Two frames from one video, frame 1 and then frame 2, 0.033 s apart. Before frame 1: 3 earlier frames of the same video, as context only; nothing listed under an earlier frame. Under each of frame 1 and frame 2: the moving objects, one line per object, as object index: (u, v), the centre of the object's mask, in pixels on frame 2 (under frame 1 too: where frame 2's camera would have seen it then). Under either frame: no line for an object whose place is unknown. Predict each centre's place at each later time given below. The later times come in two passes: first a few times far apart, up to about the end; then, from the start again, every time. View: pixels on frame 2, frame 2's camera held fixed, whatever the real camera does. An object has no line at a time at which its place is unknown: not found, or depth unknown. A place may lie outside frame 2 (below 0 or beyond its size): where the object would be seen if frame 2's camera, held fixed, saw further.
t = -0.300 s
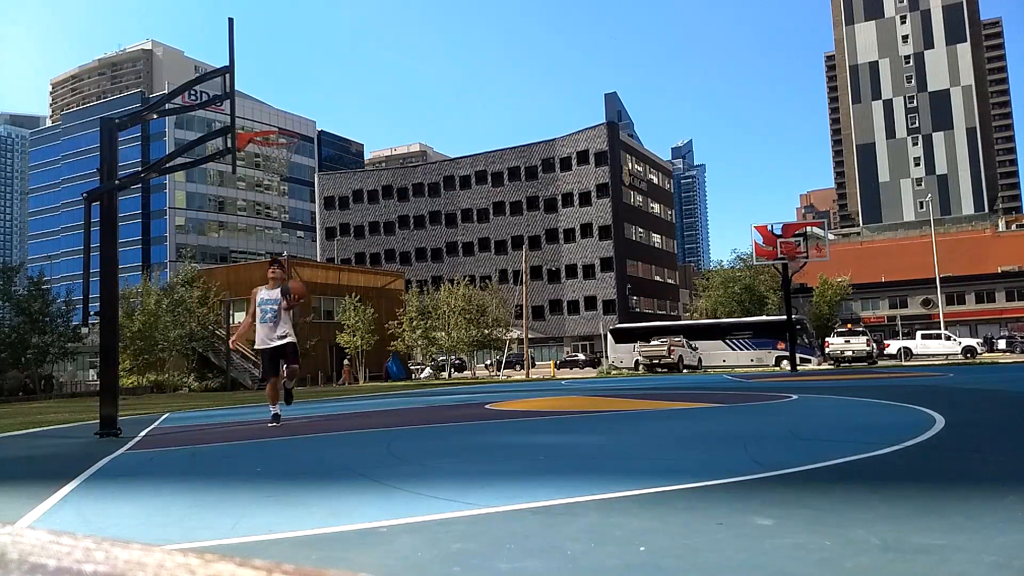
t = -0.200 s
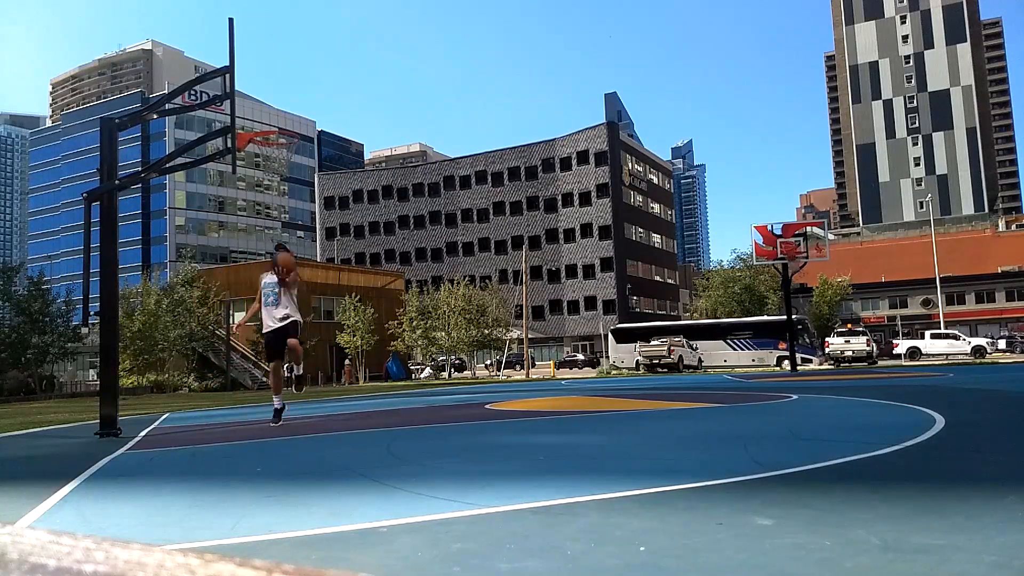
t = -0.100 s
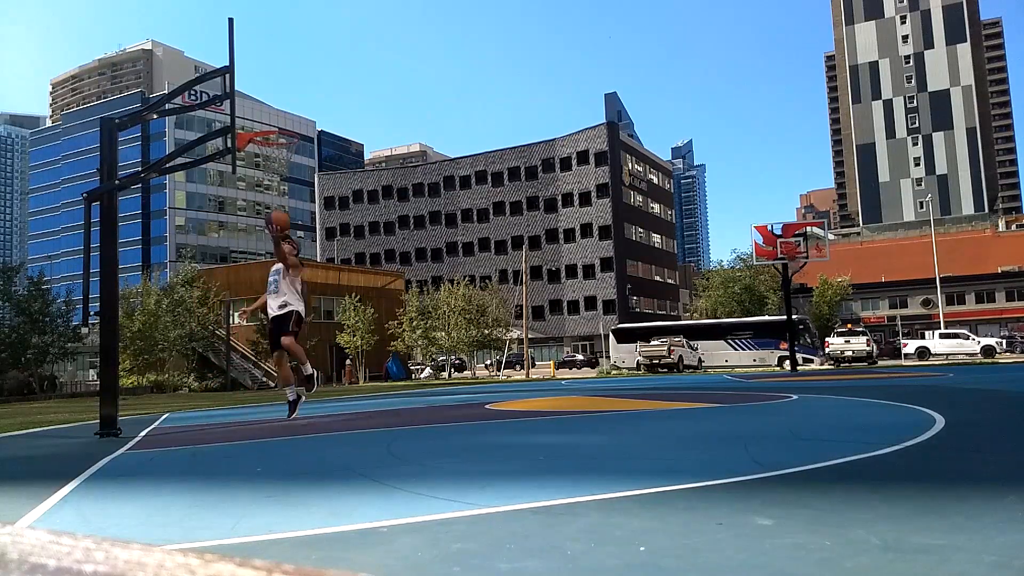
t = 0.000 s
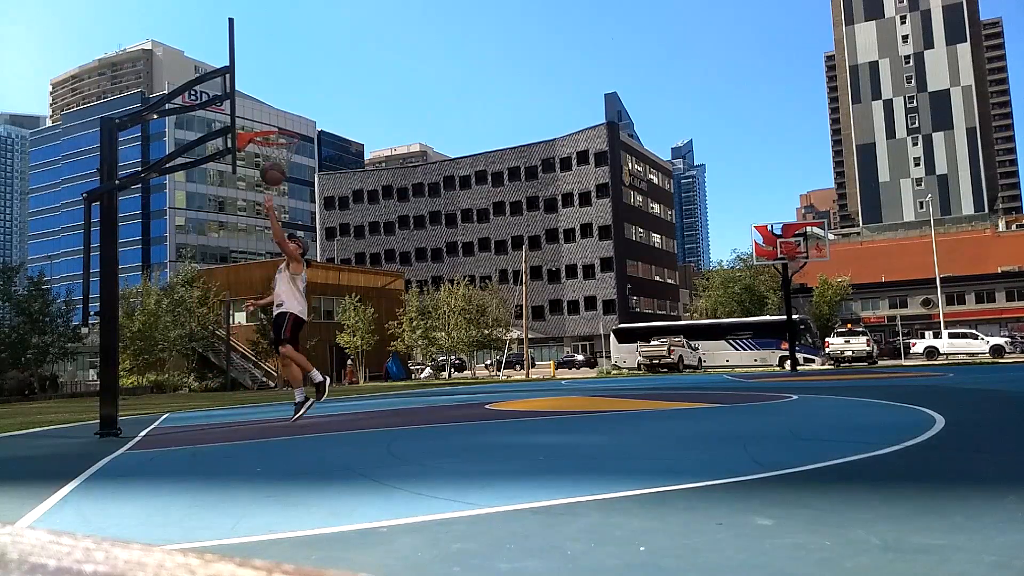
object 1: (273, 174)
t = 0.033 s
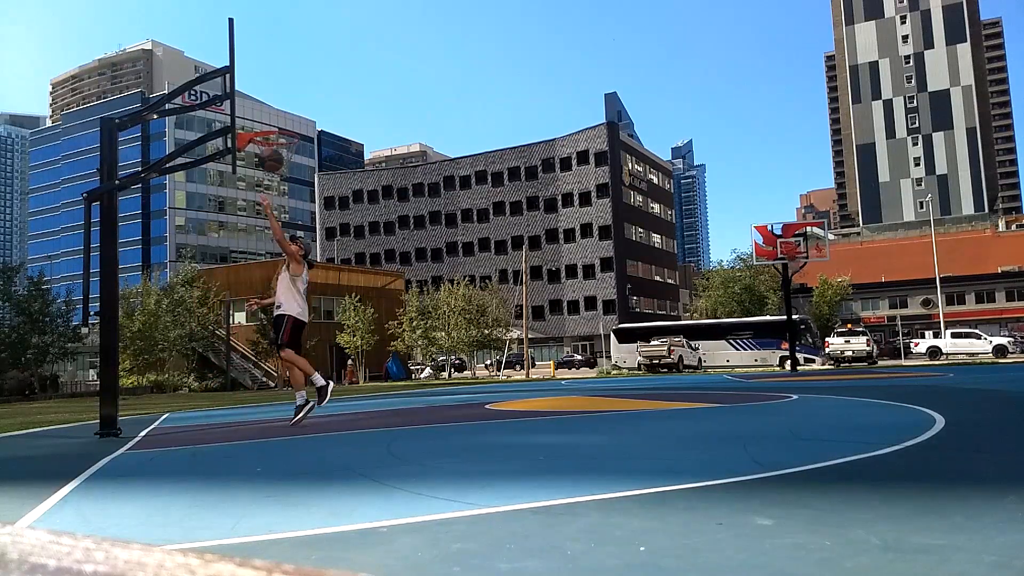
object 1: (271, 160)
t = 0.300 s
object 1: (257, 90)
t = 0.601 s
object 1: (248, 89)
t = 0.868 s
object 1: (253, 122)
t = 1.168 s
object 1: (252, 118)
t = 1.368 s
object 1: (259, 159)
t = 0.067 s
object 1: (268, 147)
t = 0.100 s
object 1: (267, 136)
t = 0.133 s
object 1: (265, 125)
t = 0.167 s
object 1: (263, 116)
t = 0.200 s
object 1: (262, 108)
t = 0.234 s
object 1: (260, 100)
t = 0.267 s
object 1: (259, 95)
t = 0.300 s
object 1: (257, 90)
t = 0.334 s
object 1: (256, 86)
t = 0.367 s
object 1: (254, 83)
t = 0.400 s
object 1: (253, 81)
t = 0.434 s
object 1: (251, 80)
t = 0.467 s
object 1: (250, 80)
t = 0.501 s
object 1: (249, 81)
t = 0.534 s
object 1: (248, 83)
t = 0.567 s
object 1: (247, 86)
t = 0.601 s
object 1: (248, 89)
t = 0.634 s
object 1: (249, 94)
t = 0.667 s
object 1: (250, 99)
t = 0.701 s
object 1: (252, 105)
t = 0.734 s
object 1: (253, 112)
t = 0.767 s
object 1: (254, 120)
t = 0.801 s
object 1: (254, 126)
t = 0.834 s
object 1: (254, 125)
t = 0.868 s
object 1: (253, 122)
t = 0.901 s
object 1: (251, 116)
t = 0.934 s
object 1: (250, 114)
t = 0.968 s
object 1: (249, 112)
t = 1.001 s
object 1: (247, 110)
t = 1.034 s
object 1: (247, 110)
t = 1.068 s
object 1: (248, 111)
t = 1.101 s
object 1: (250, 113)
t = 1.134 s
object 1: (251, 114)
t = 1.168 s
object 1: (252, 118)
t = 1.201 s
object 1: (253, 124)
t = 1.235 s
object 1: (254, 125)
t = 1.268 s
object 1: (257, 127)
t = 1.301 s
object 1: (257, 148)
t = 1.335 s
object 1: (257, 151)
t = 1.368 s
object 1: (259, 159)
